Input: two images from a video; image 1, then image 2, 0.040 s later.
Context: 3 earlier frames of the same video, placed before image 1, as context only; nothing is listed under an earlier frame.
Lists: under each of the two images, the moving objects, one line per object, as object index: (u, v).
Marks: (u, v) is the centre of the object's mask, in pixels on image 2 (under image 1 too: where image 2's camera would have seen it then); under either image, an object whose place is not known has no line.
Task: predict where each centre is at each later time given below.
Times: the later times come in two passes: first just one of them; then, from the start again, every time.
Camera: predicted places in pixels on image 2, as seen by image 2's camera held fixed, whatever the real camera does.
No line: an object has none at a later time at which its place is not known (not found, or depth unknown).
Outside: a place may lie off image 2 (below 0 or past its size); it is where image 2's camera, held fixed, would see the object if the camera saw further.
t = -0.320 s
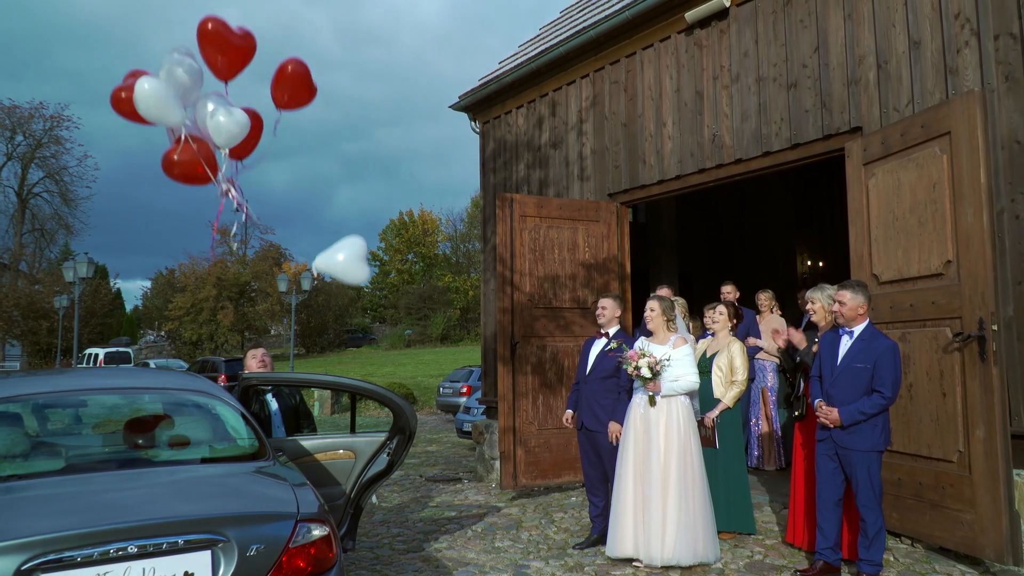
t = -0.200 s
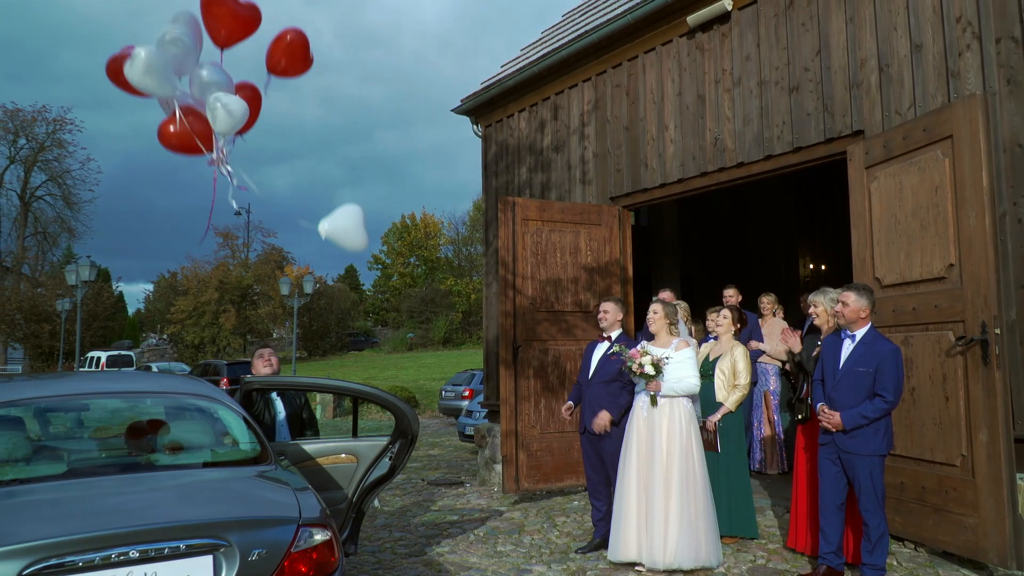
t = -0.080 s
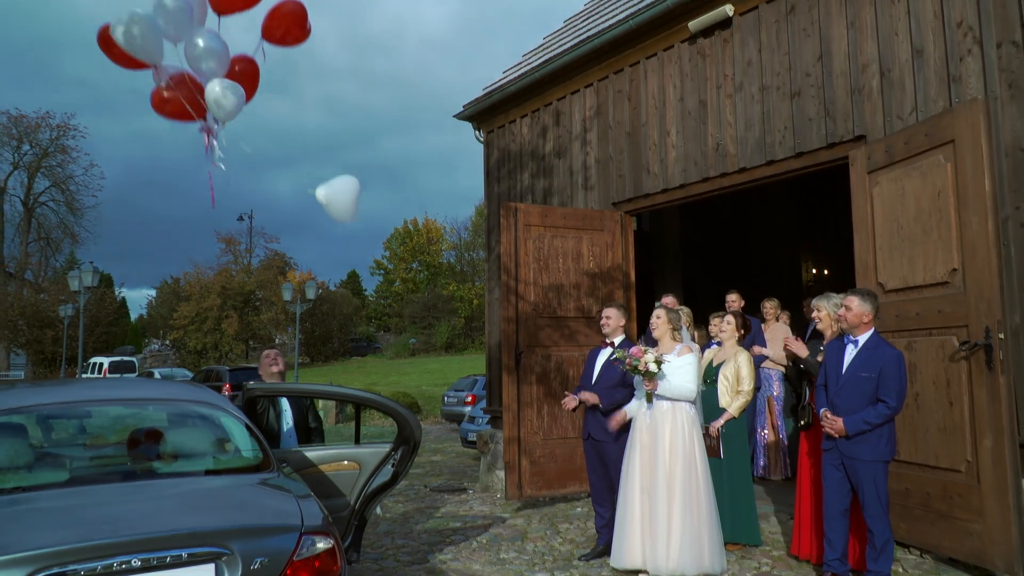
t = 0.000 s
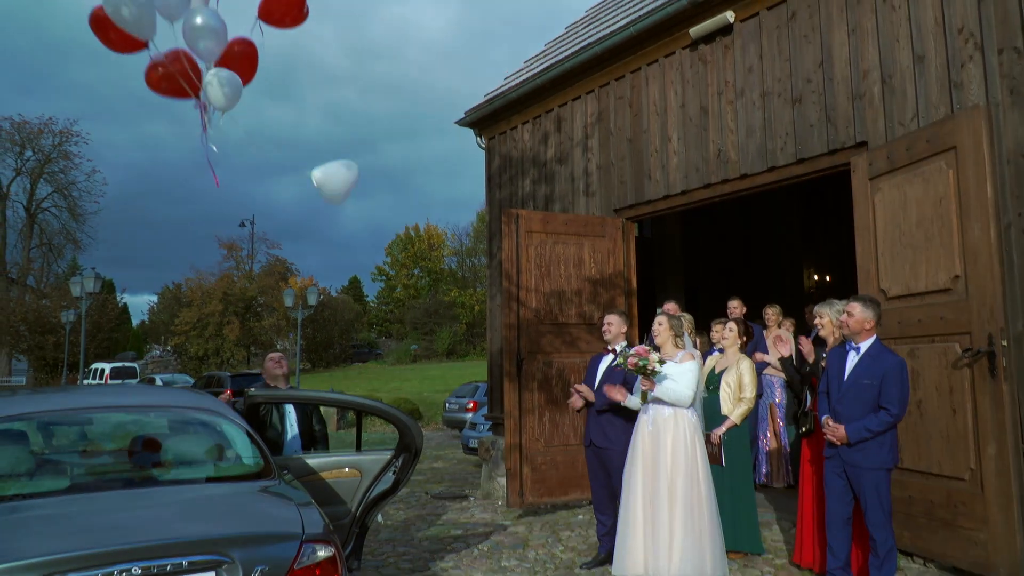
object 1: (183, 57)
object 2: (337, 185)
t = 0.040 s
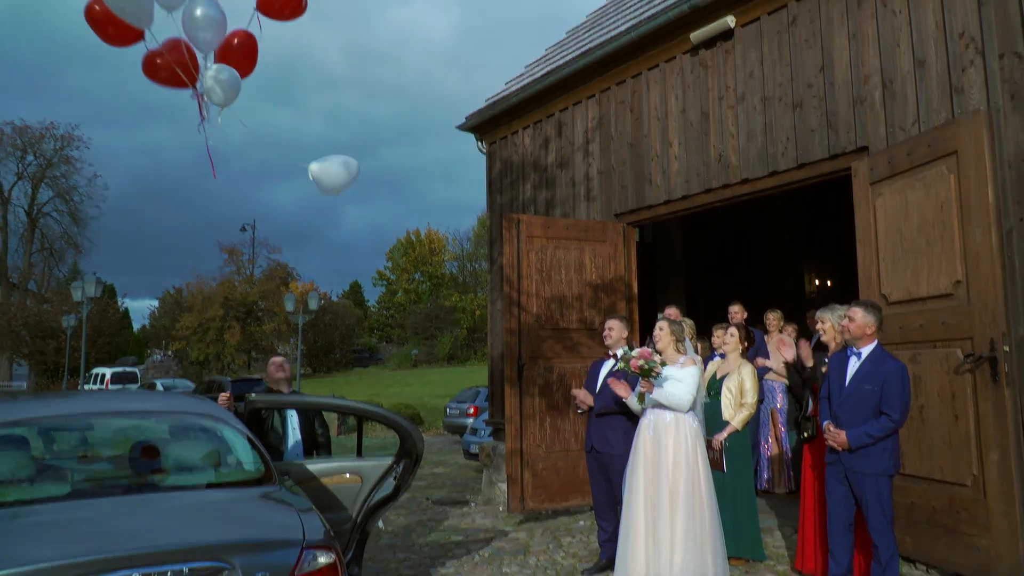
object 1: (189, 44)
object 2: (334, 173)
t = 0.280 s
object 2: (308, 103)
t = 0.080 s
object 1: (186, 34)
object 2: (331, 163)
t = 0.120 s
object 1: (182, 23)
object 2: (327, 152)
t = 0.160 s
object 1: (179, 12)
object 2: (322, 141)
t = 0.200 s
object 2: (318, 129)
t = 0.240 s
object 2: (312, 116)
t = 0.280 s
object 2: (308, 103)
